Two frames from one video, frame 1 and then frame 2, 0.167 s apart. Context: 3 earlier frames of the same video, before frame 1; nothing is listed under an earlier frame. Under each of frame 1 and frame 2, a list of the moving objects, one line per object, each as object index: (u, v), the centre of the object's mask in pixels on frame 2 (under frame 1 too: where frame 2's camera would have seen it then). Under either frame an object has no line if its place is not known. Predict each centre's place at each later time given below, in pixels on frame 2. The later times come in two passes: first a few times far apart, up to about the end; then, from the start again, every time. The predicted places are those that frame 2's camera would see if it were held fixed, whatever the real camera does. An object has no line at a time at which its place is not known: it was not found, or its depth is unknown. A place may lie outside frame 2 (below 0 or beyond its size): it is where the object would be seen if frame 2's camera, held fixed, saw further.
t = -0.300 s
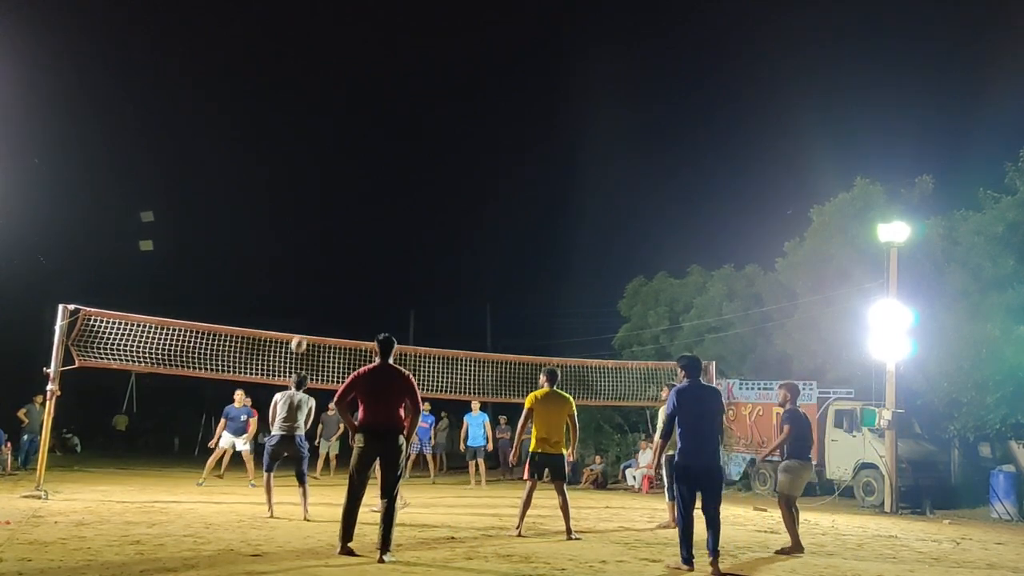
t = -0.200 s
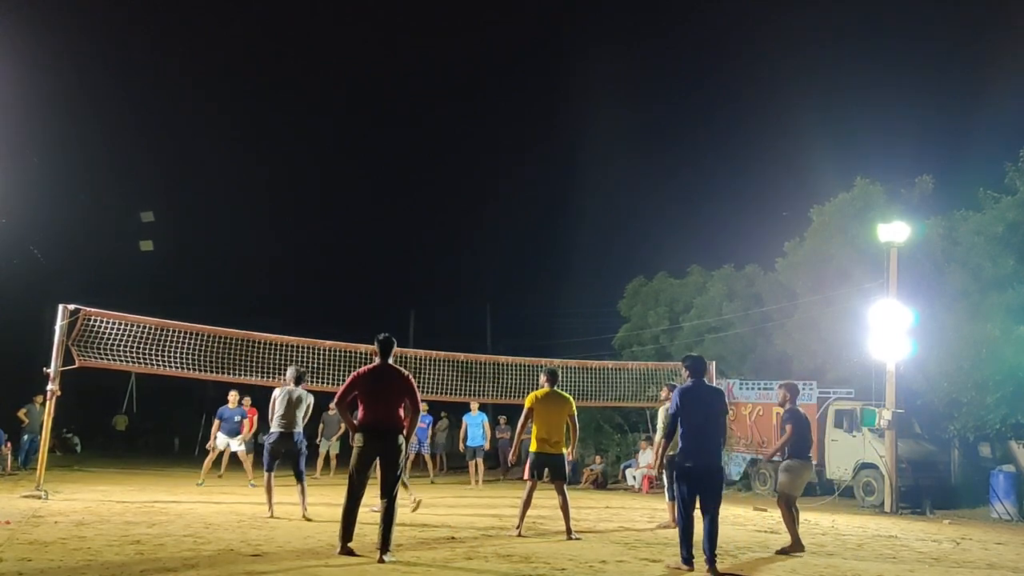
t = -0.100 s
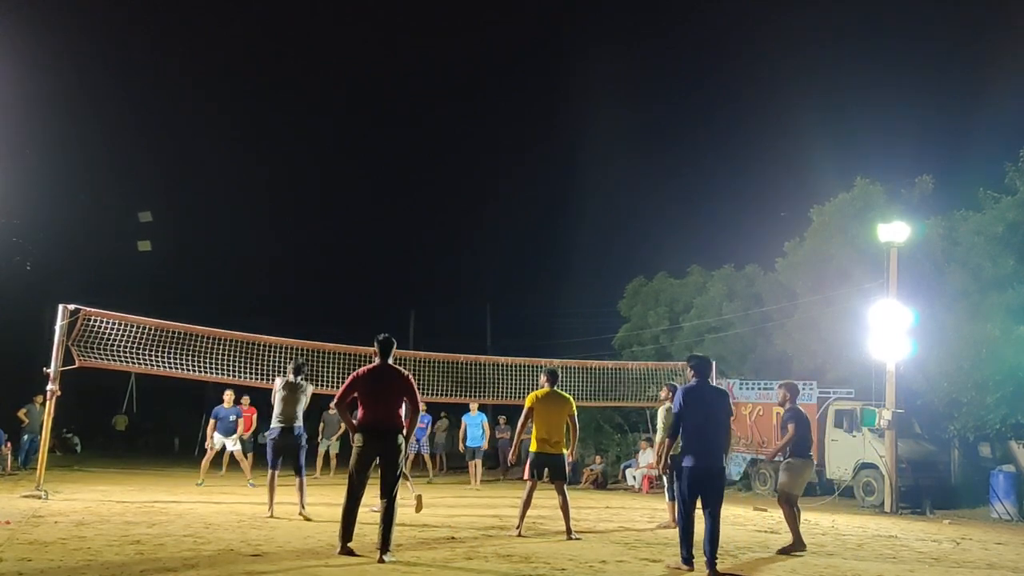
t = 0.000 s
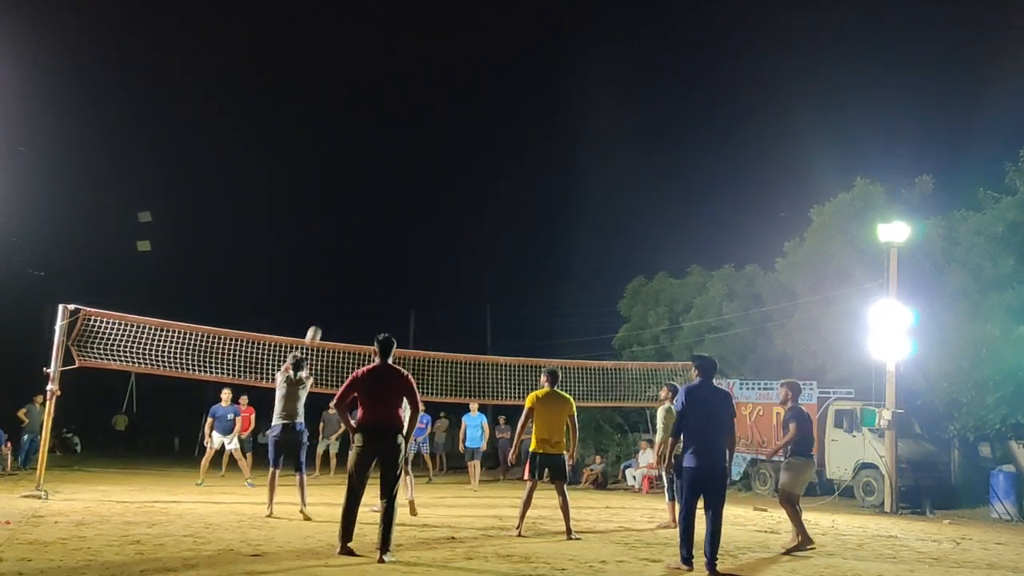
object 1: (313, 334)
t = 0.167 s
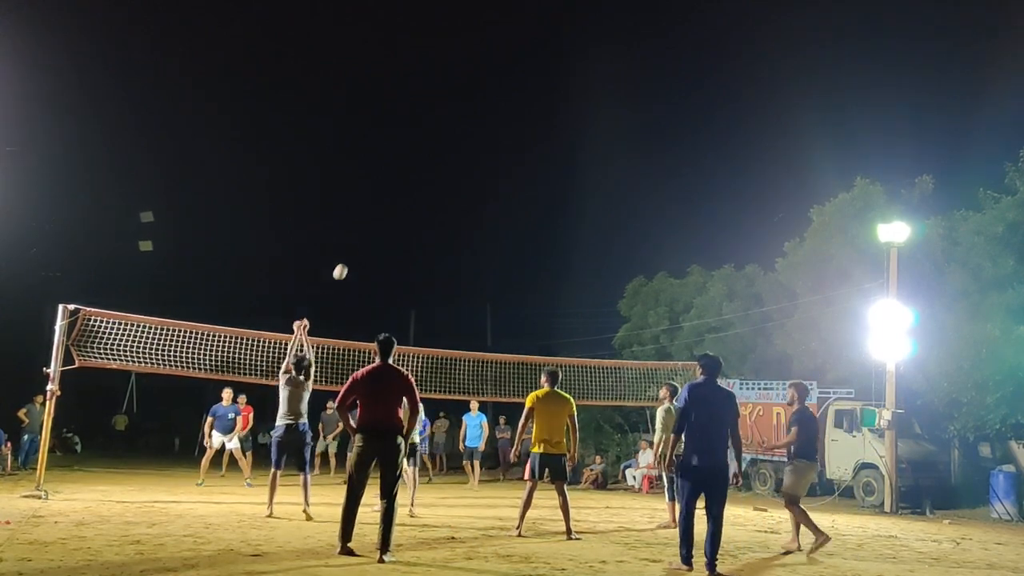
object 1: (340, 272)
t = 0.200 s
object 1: (345, 263)
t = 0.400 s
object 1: (368, 228)
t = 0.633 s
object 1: (388, 222)
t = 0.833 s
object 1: (401, 240)
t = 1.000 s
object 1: (409, 267)
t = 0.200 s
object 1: (345, 263)
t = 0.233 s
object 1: (349, 255)
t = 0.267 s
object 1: (353, 248)
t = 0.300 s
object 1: (357, 241)
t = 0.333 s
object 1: (361, 236)
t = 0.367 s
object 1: (364, 232)
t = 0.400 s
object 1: (368, 228)
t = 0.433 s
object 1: (371, 225)
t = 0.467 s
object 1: (374, 223)
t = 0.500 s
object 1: (377, 222)
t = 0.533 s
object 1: (380, 221)
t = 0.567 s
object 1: (383, 221)
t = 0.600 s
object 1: (385, 221)
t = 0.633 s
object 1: (388, 222)
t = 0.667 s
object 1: (390, 224)
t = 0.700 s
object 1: (392, 226)
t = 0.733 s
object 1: (395, 229)
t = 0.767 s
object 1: (397, 232)
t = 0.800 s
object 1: (399, 236)
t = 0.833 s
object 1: (401, 240)
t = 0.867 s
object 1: (402, 244)
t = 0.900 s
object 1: (404, 249)
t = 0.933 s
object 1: (406, 255)
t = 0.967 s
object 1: (407, 261)
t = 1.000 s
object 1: (409, 267)
